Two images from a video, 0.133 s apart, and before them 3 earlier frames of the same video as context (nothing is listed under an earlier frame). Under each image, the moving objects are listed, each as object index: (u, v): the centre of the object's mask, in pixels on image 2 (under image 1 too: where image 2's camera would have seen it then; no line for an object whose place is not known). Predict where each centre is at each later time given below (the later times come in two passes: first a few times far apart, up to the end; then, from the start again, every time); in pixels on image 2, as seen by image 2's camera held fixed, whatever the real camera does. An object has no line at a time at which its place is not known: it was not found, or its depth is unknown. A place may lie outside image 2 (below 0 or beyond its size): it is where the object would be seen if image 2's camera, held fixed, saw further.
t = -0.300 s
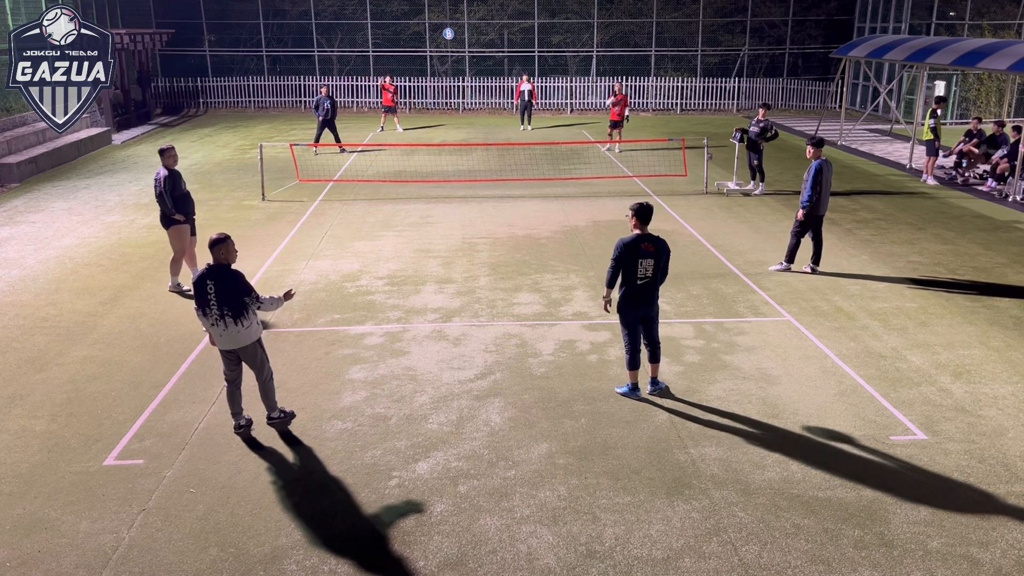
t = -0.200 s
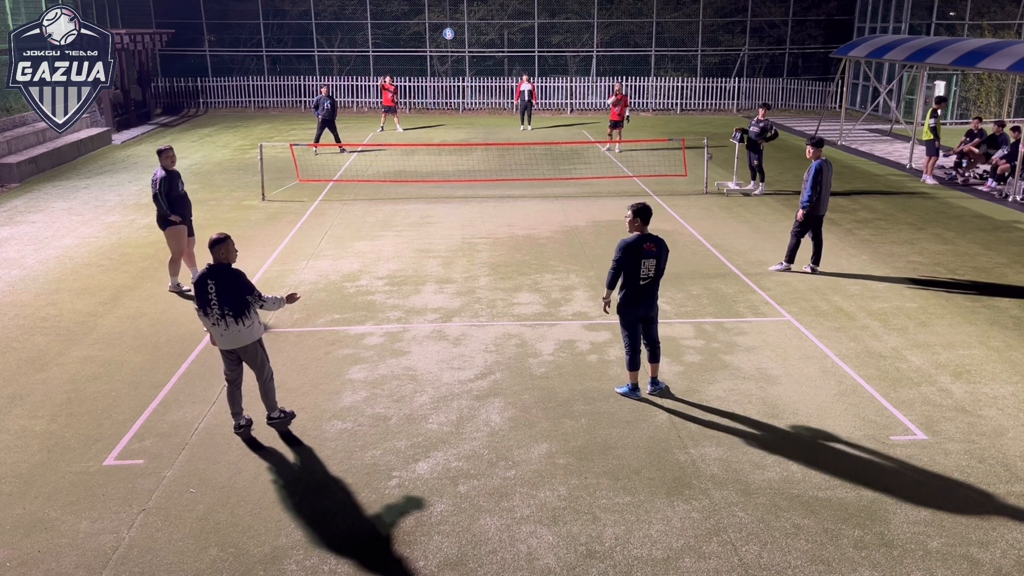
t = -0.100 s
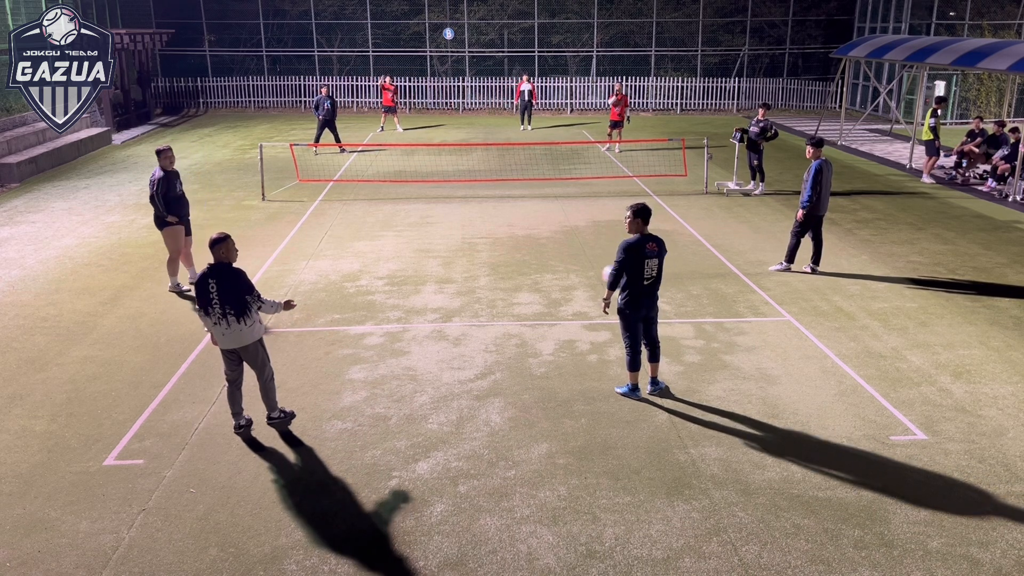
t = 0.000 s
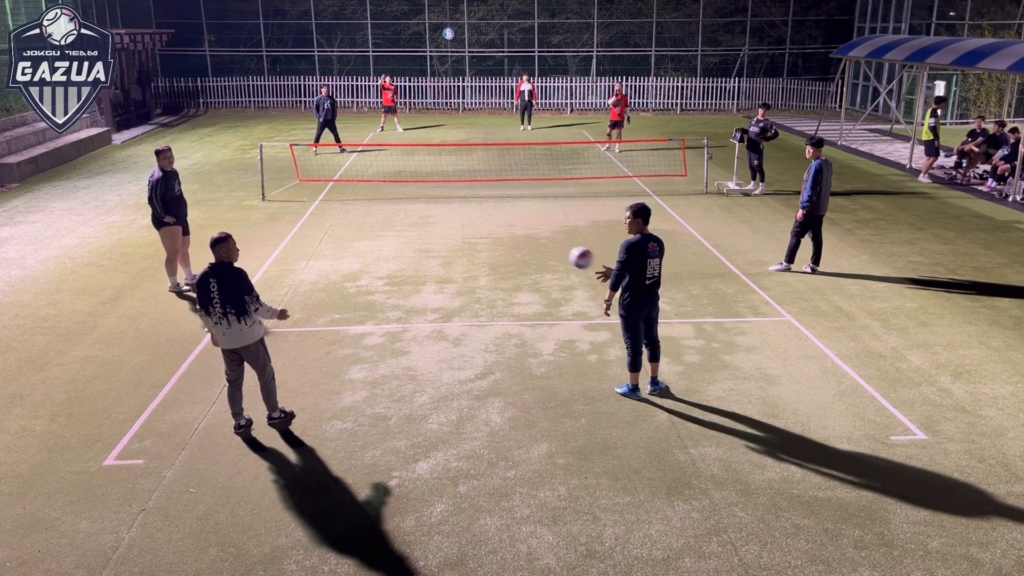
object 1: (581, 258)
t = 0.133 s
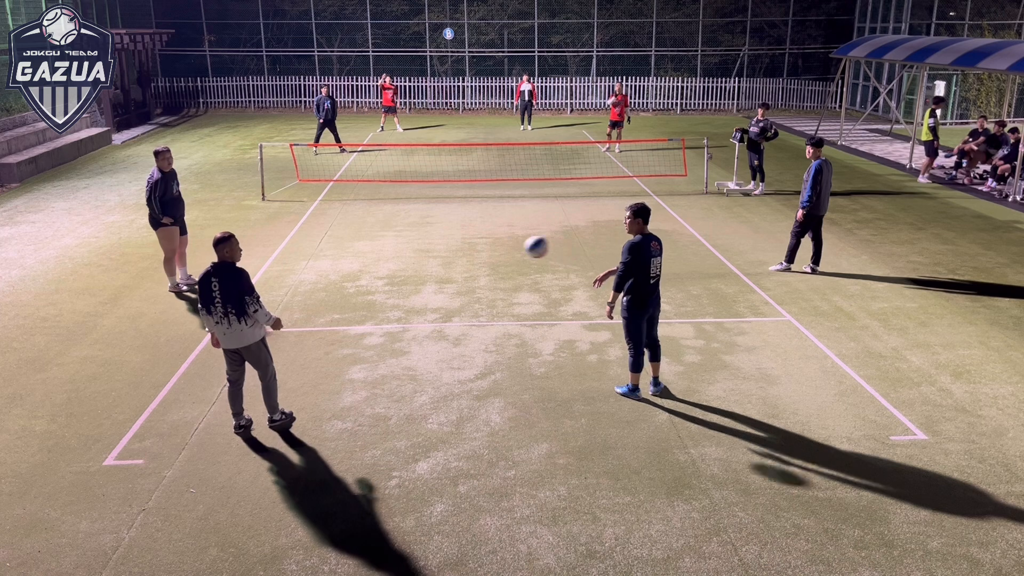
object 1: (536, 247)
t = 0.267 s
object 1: (491, 254)
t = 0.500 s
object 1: (414, 313)
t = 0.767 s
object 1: (338, 366)
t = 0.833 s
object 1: (323, 349)
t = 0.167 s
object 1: (525, 247)
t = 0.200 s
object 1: (514, 248)
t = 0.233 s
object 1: (503, 250)
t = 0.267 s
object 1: (491, 254)
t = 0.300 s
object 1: (480, 258)
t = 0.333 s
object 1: (469, 265)
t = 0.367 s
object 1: (458, 272)
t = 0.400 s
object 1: (447, 280)
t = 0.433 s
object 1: (436, 289)
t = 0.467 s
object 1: (425, 300)
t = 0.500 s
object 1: (414, 313)
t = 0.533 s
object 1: (404, 325)
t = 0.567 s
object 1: (393, 340)
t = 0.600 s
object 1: (383, 353)
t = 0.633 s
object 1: (372, 369)
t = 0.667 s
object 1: (362, 387)
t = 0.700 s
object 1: (353, 388)
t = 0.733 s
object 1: (345, 377)
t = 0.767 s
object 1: (338, 366)
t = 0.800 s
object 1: (331, 357)
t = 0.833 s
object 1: (323, 349)
